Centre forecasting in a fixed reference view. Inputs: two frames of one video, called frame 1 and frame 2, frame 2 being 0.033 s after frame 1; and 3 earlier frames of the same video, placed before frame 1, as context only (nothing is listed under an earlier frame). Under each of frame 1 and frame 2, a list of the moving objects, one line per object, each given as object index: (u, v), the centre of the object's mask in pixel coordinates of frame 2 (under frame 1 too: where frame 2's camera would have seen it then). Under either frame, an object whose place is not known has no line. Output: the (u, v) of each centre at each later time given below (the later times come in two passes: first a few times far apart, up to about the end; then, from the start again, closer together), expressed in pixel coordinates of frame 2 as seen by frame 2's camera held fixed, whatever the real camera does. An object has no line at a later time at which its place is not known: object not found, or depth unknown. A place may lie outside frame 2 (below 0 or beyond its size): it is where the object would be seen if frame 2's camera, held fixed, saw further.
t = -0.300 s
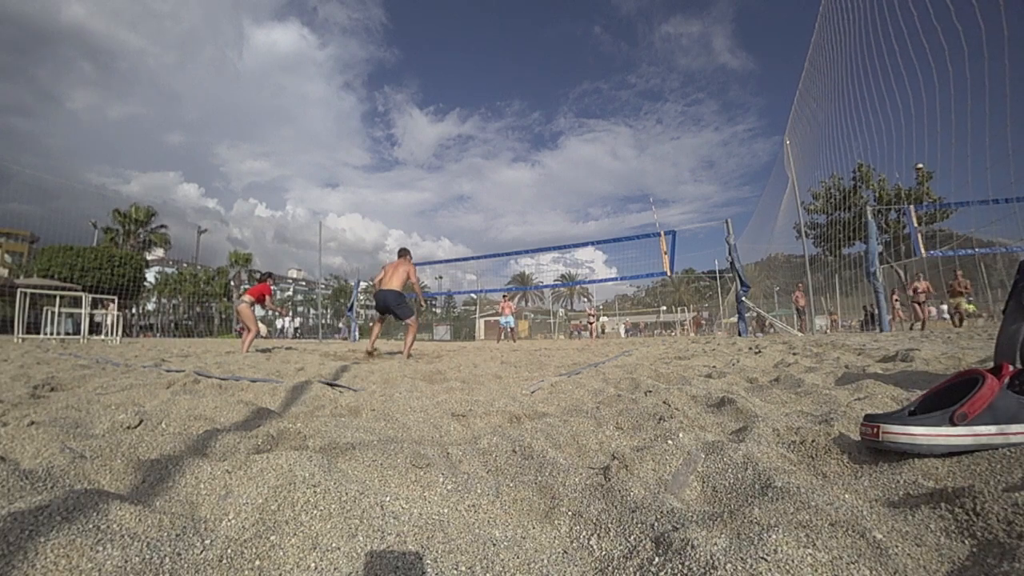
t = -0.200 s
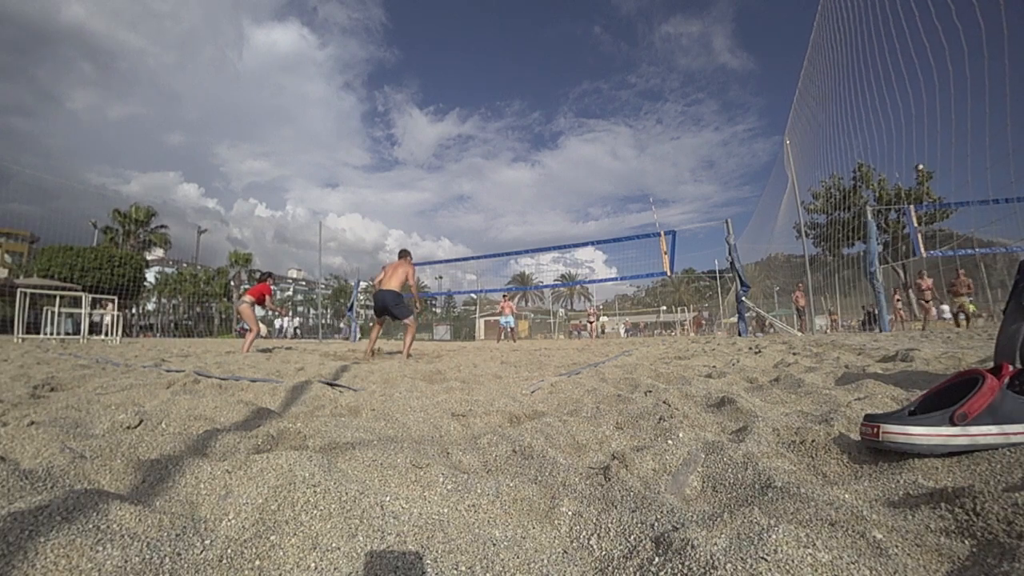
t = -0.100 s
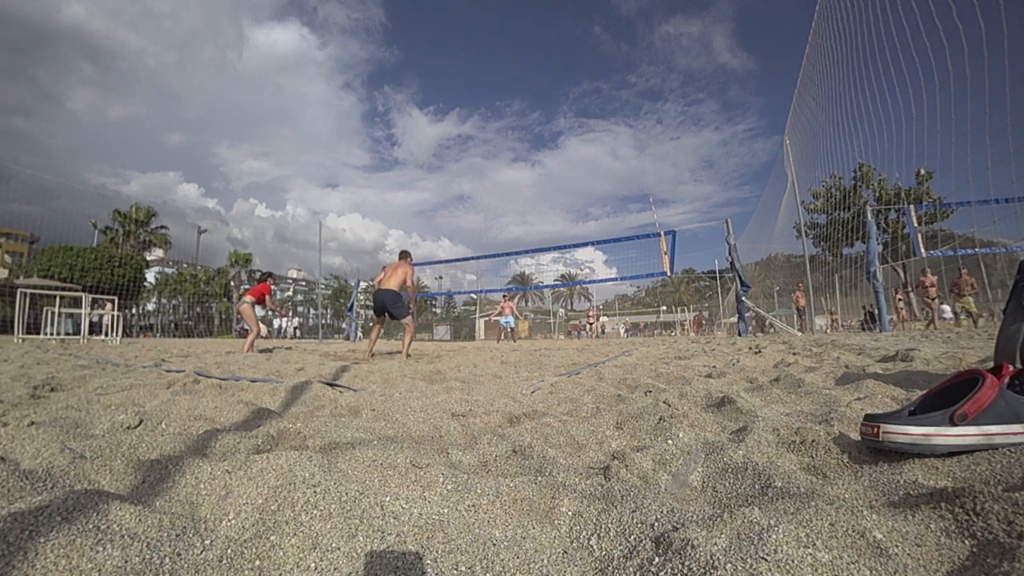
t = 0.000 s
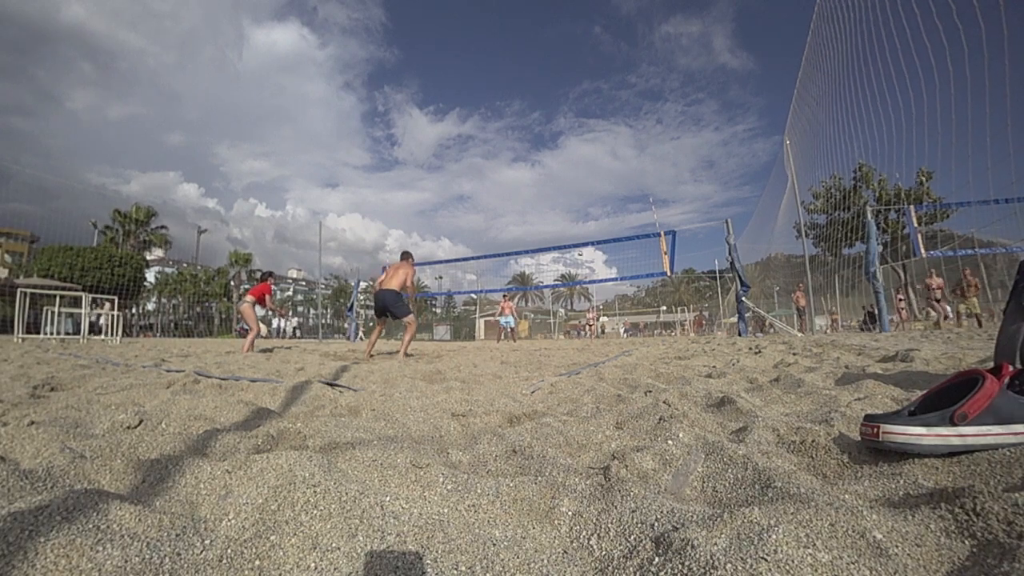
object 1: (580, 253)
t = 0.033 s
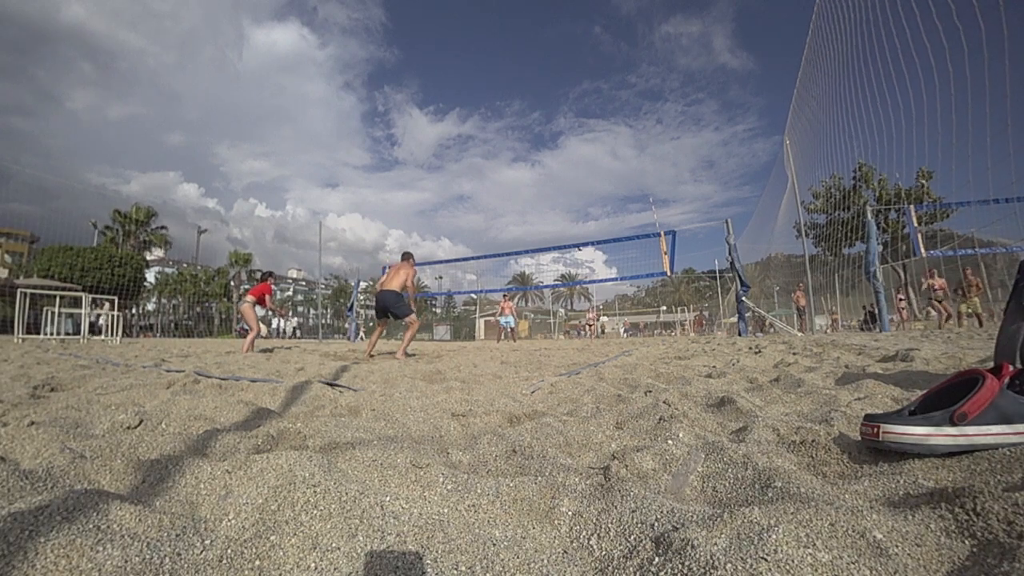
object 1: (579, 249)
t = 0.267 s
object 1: (580, 220)
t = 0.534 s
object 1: (587, 202)
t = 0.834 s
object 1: (609, 213)
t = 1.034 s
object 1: (638, 252)
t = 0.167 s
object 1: (579, 230)
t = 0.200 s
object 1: (579, 227)
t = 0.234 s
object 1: (579, 223)
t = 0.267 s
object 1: (580, 220)
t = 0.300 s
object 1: (580, 216)
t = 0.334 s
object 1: (581, 213)
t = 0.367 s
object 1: (582, 210)
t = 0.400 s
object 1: (583, 208)
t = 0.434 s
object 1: (583, 206)
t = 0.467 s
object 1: (584, 204)
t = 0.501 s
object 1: (585, 203)
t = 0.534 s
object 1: (587, 202)
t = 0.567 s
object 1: (588, 201)
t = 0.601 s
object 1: (590, 201)
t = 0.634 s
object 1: (592, 201)
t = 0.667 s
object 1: (595, 201)
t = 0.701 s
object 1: (597, 203)
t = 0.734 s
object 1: (600, 204)
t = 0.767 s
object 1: (602, 206)
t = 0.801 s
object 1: (605, 209)
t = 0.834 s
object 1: (609, 213)
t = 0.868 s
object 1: (613, 216)
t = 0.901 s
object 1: (616, 222)
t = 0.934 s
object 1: (621, 227)
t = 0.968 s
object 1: (627, 234)
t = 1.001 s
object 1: (633, 242)
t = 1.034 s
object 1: (638, 252)
